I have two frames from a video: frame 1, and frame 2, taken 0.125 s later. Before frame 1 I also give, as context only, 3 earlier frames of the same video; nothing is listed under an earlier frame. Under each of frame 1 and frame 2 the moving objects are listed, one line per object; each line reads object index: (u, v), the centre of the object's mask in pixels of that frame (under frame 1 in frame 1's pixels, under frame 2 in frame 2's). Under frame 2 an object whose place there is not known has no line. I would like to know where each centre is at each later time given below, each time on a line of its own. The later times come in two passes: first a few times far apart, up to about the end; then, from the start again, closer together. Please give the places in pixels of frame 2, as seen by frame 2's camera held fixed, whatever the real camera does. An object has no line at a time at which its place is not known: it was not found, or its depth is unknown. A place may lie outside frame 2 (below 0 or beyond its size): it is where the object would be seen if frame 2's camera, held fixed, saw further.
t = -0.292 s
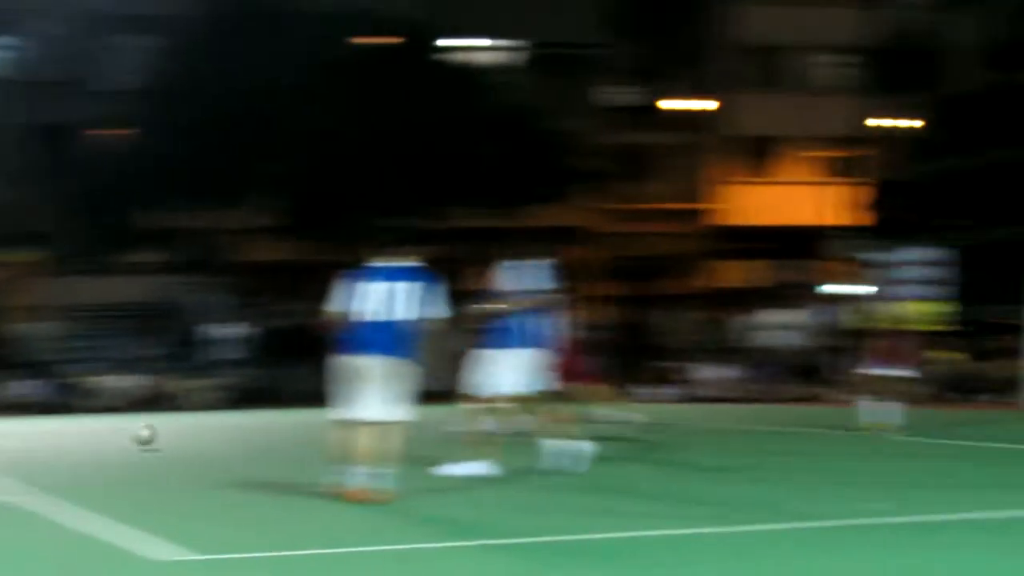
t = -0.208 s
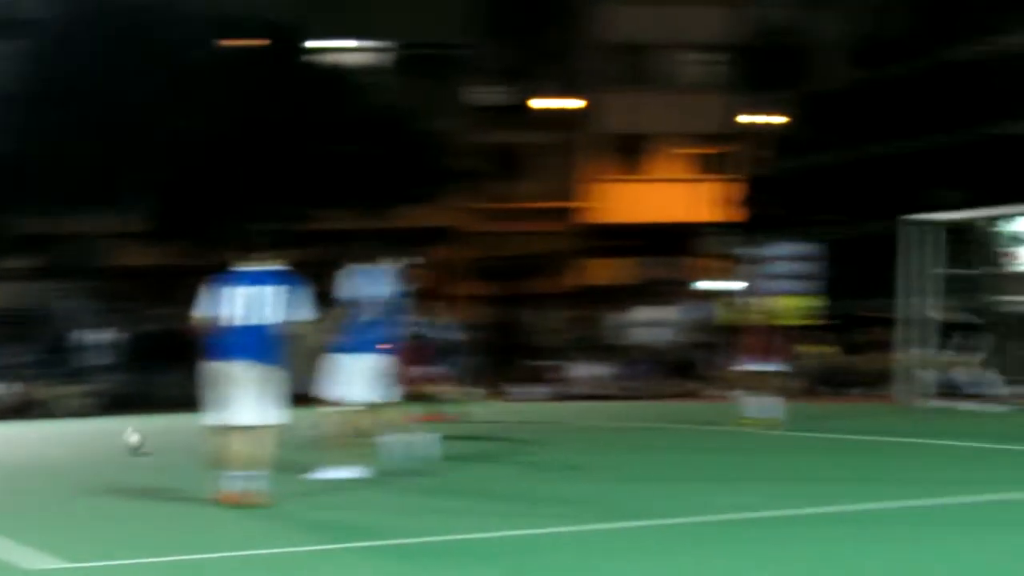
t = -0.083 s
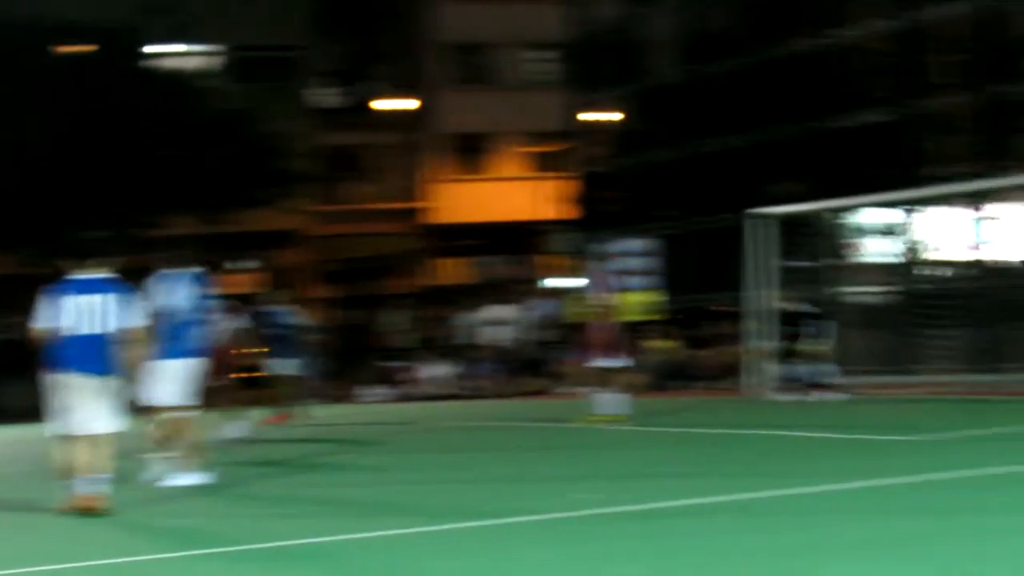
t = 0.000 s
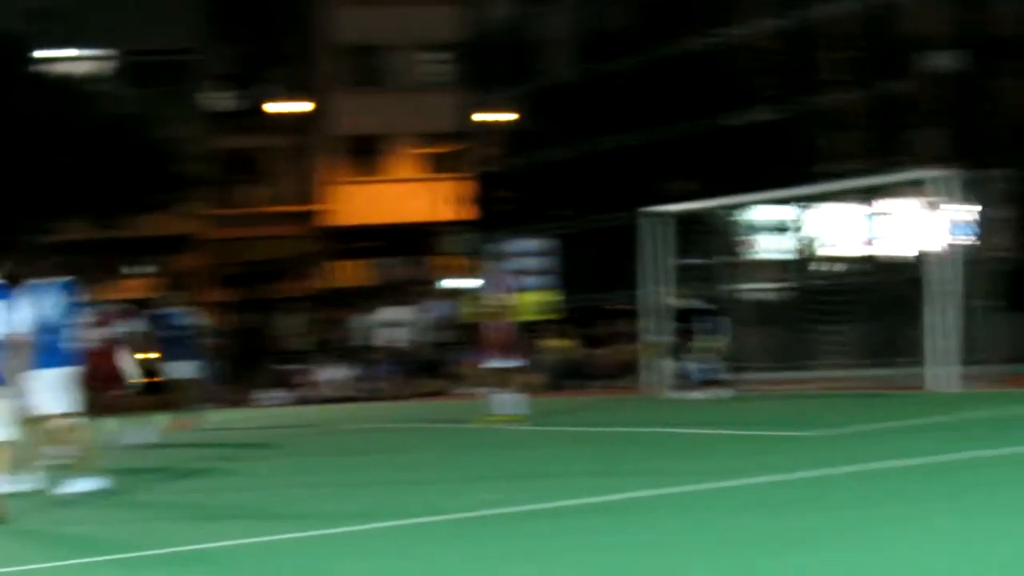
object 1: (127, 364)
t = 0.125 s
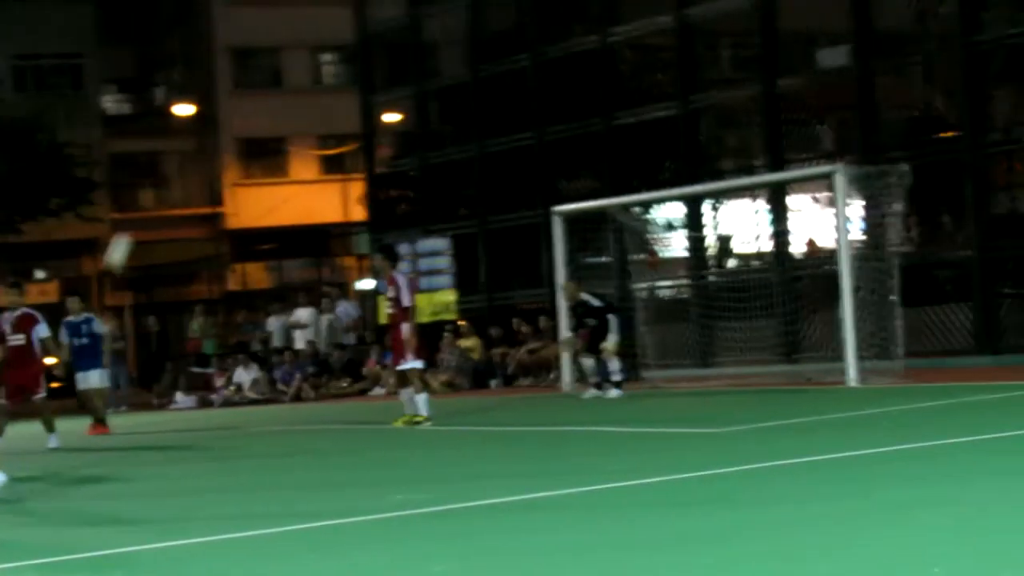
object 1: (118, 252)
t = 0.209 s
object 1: (171, 190)
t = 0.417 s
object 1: (297, 63)
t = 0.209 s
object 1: (171, 190)
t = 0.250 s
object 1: (197, 159)
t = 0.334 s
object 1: (248, 106)
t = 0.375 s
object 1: (272, 84)
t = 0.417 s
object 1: (297, 63)
